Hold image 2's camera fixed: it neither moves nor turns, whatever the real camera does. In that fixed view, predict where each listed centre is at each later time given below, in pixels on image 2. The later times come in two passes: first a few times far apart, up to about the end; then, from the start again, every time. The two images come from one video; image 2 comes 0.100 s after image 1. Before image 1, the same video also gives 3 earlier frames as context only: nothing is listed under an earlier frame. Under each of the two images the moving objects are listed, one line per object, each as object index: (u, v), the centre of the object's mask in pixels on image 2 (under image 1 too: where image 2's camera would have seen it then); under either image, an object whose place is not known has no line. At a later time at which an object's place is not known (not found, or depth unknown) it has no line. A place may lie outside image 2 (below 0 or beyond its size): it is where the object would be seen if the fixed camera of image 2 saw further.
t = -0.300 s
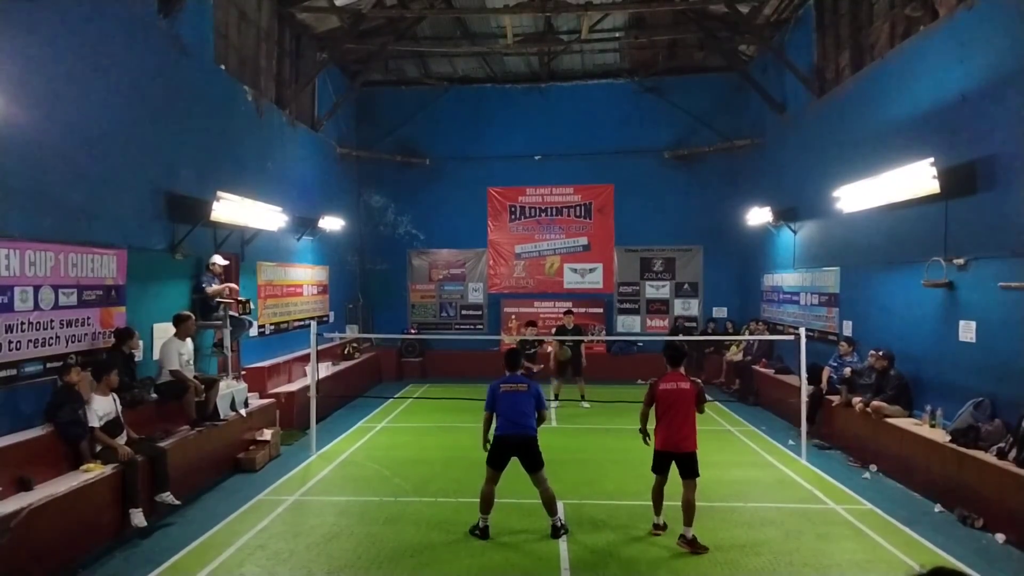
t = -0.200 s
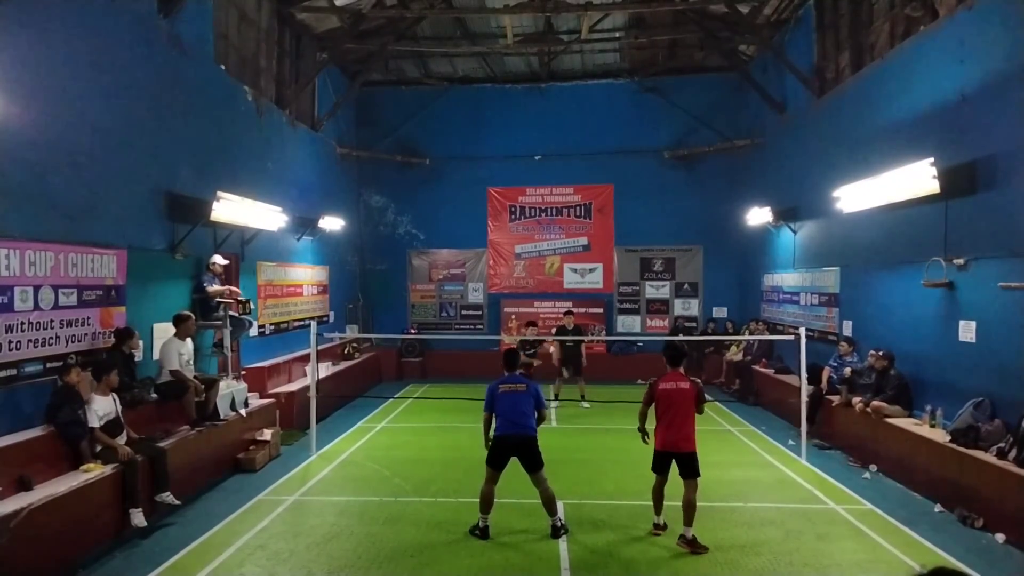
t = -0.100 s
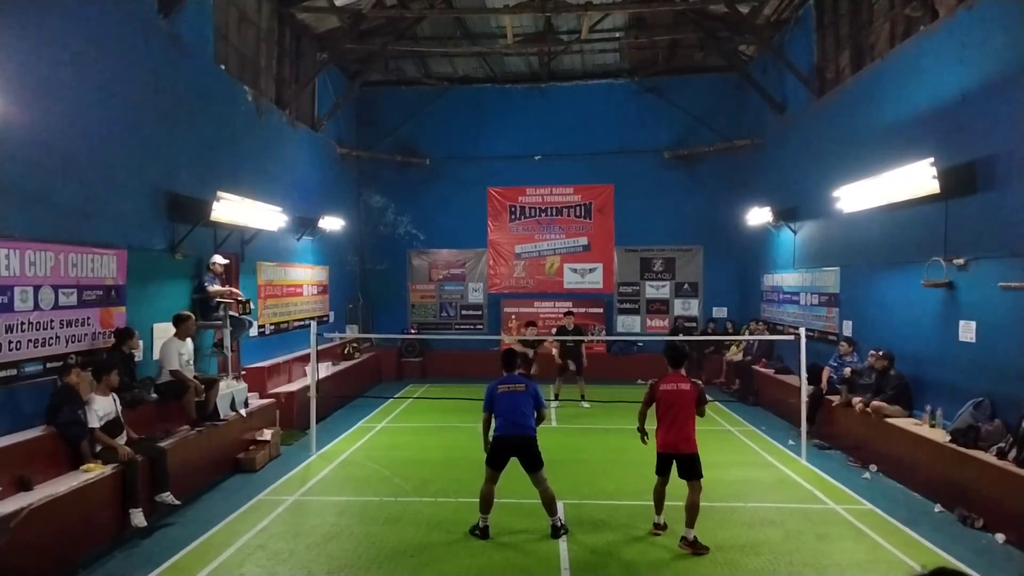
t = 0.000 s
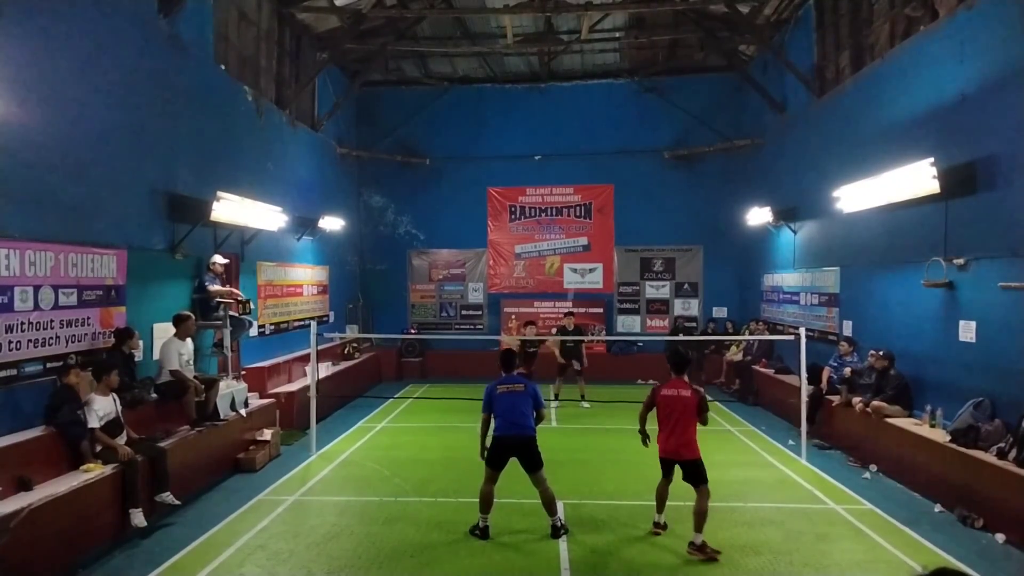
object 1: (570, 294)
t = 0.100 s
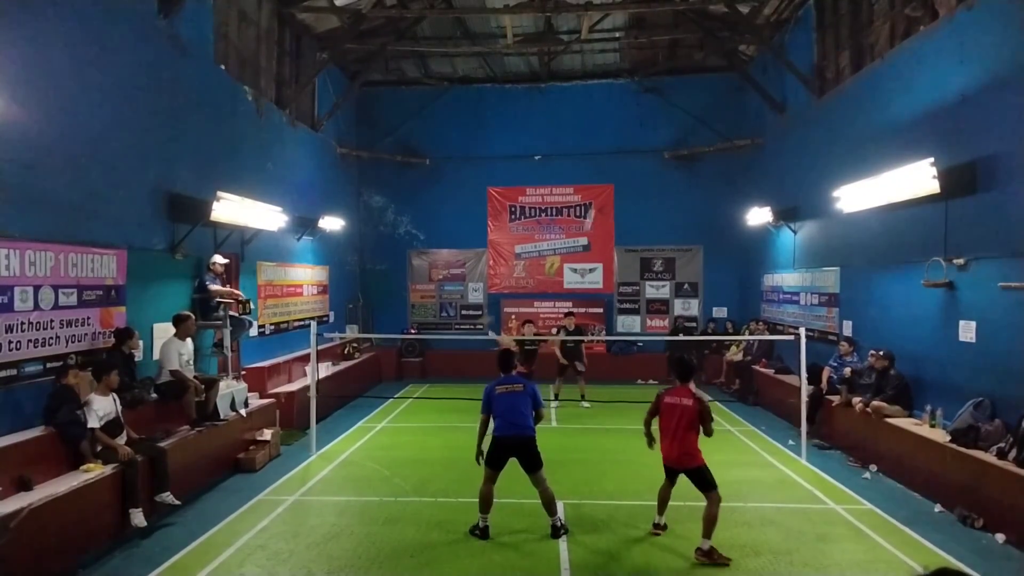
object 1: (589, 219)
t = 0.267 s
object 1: (616, 131)
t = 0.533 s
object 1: (652, 65)
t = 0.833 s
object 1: (686, 89)
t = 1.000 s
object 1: (701, 154)
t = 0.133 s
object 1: (595, 197)
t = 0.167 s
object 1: (601, 177)
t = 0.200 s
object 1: (606, 161)
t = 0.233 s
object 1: (611, 145)
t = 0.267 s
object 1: (616, 131)
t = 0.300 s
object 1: (621, 118)
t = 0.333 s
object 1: (625, 107)
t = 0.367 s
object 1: (629, 94)
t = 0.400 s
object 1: (634, 87)
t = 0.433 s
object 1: (638, 80)
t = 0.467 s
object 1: (643, 73)
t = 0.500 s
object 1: (647, 68)
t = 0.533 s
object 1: (652, 65)
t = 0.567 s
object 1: (655, 62)
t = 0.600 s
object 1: (659, 60)
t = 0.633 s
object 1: (663, 60)
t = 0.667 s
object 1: (667, 61)
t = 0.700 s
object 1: (671, 63)
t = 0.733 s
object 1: (675, 67)
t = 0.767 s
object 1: (679, 73)
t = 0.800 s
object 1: (682, 80)
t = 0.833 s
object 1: (686, 89)
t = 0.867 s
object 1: (689, 99)
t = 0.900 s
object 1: (692, 111)
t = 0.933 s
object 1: (695, 124)
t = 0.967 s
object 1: (698, 138)
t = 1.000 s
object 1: (701, 154)
